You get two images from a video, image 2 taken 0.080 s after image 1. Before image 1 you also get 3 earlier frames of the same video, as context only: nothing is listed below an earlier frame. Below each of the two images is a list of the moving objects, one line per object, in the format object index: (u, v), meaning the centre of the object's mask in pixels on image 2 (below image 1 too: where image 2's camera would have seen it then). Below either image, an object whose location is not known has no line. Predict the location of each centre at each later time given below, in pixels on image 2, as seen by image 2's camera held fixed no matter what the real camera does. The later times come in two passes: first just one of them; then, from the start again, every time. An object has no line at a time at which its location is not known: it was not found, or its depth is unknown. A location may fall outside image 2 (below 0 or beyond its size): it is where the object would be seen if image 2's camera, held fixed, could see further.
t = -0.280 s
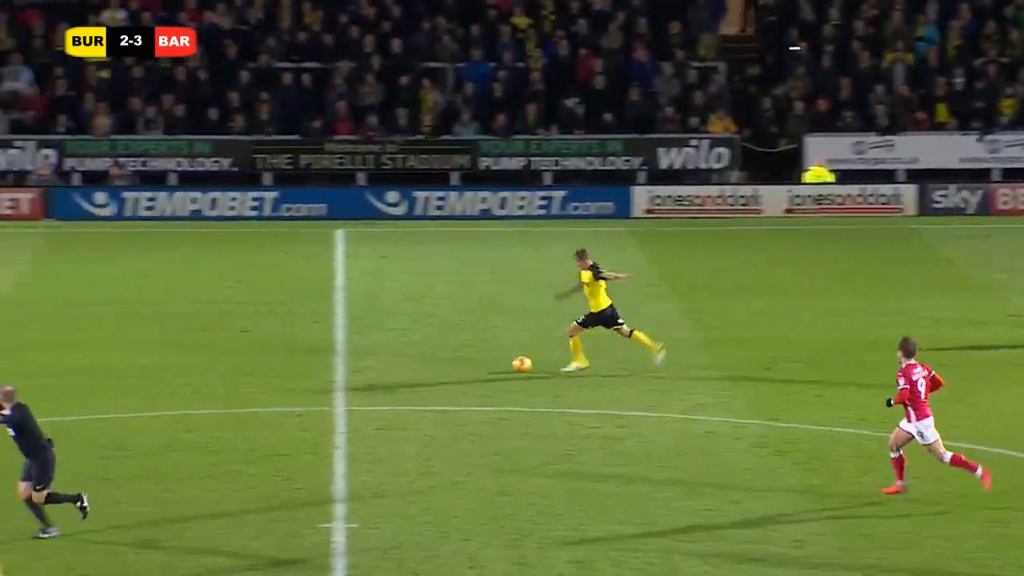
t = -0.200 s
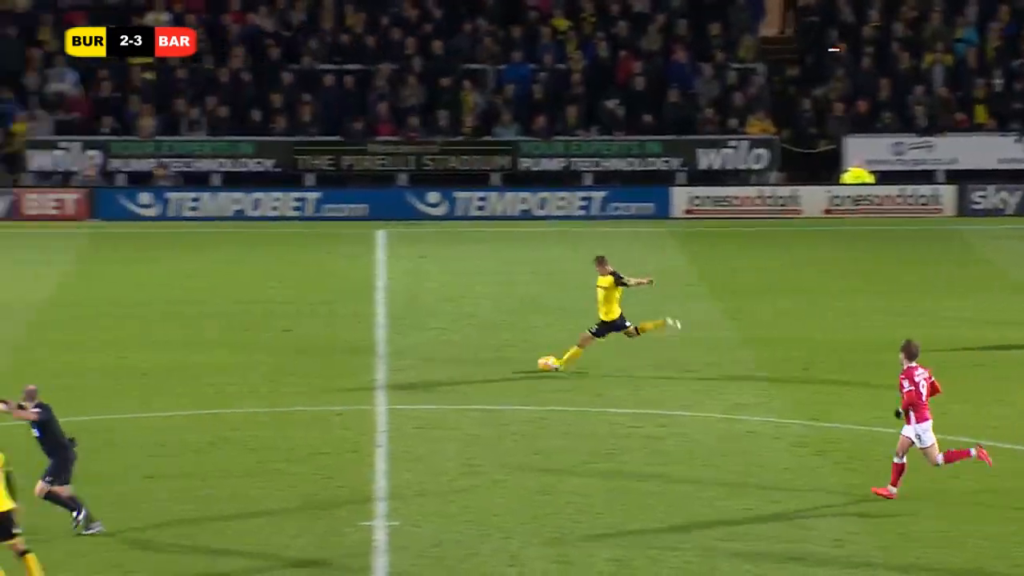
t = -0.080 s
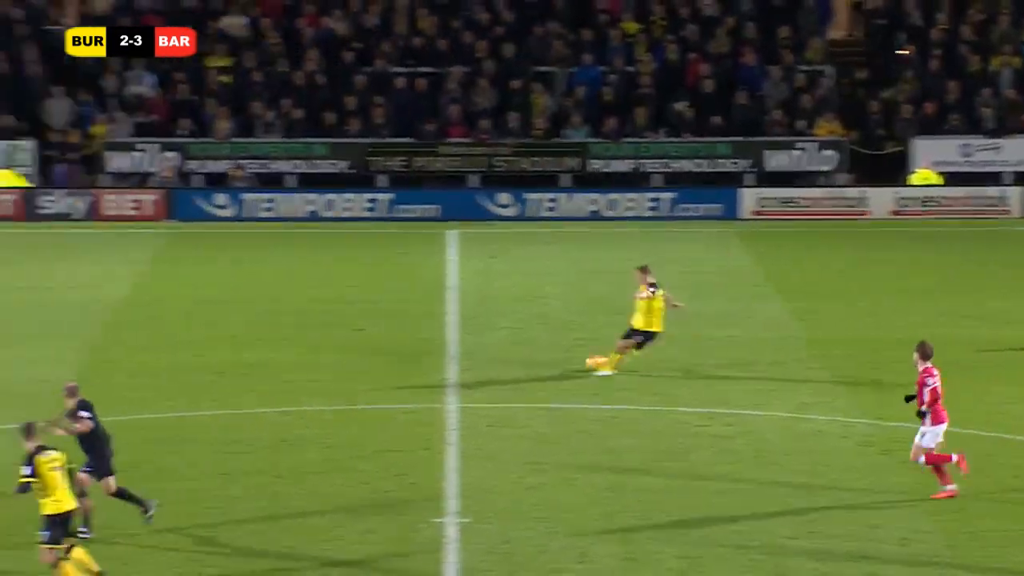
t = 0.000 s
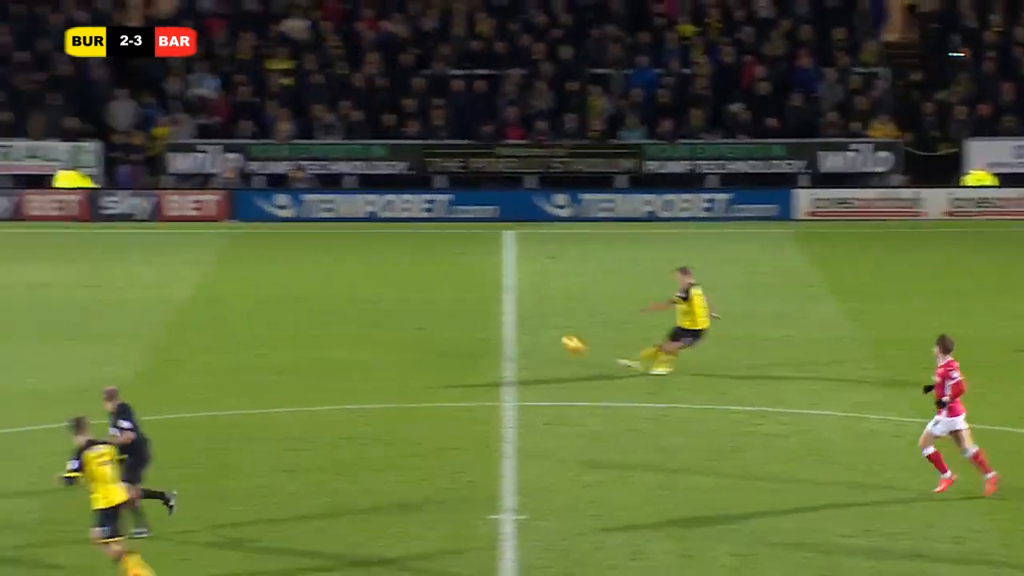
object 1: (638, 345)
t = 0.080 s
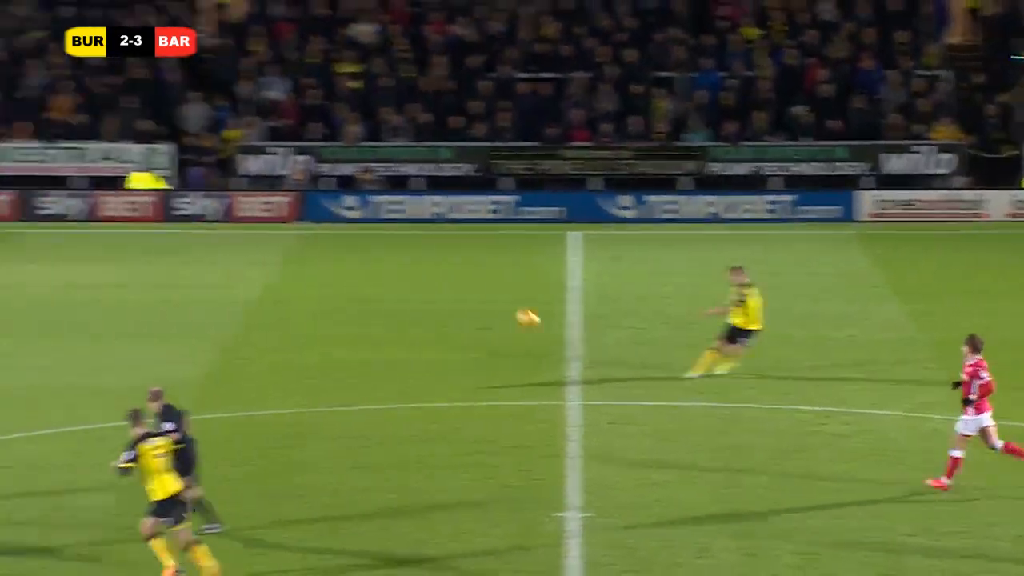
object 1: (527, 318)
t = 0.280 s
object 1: (239, 251)
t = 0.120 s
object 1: (472, 305)
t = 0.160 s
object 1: (414, 292)
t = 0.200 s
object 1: (357, 279)
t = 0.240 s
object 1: (298, 266)
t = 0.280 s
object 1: (239, 251)
